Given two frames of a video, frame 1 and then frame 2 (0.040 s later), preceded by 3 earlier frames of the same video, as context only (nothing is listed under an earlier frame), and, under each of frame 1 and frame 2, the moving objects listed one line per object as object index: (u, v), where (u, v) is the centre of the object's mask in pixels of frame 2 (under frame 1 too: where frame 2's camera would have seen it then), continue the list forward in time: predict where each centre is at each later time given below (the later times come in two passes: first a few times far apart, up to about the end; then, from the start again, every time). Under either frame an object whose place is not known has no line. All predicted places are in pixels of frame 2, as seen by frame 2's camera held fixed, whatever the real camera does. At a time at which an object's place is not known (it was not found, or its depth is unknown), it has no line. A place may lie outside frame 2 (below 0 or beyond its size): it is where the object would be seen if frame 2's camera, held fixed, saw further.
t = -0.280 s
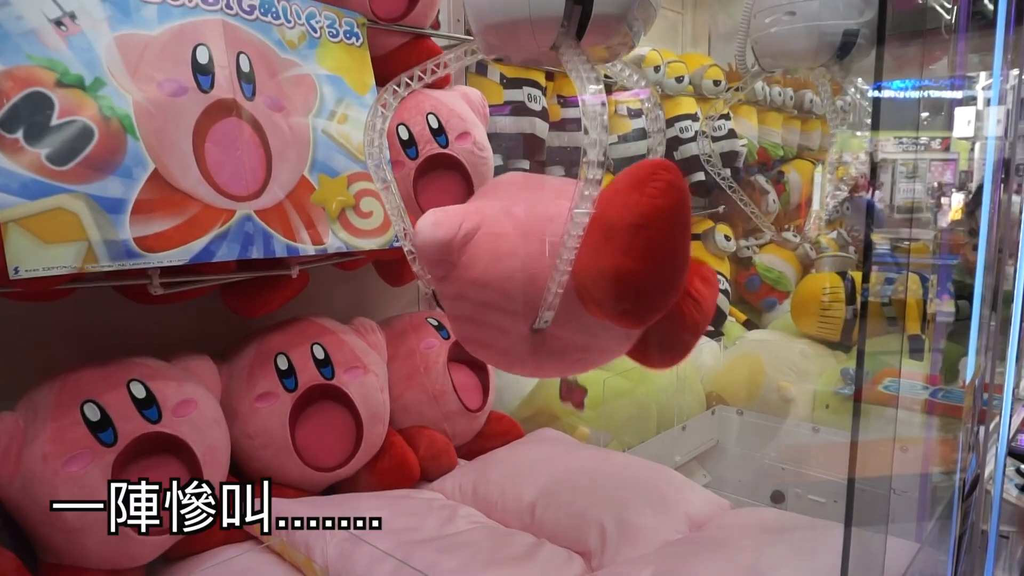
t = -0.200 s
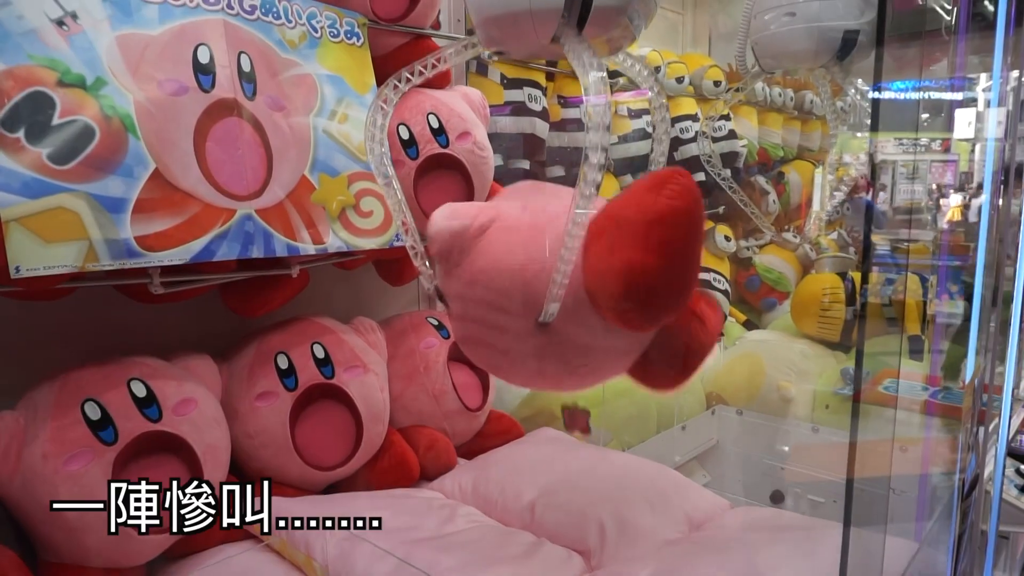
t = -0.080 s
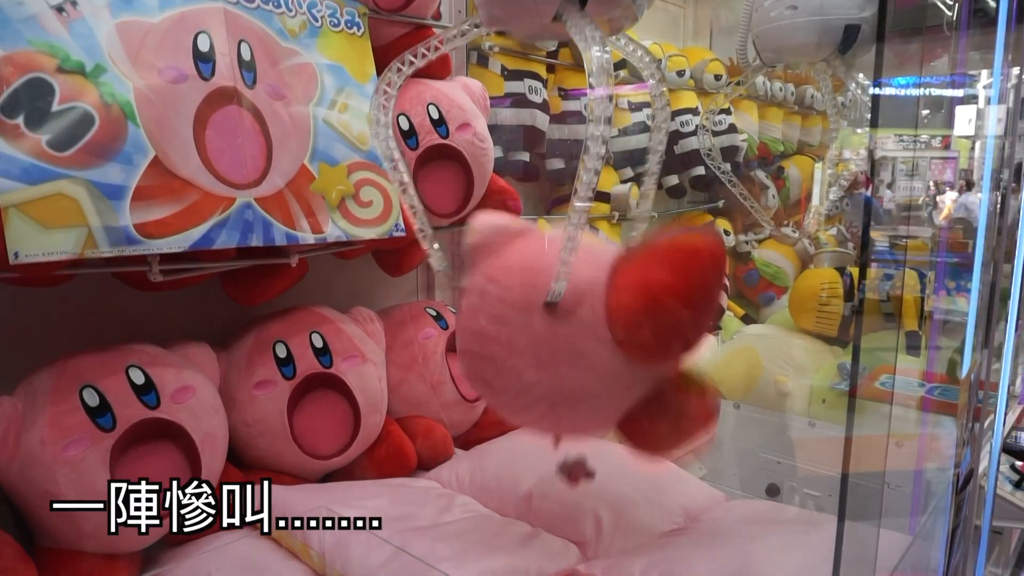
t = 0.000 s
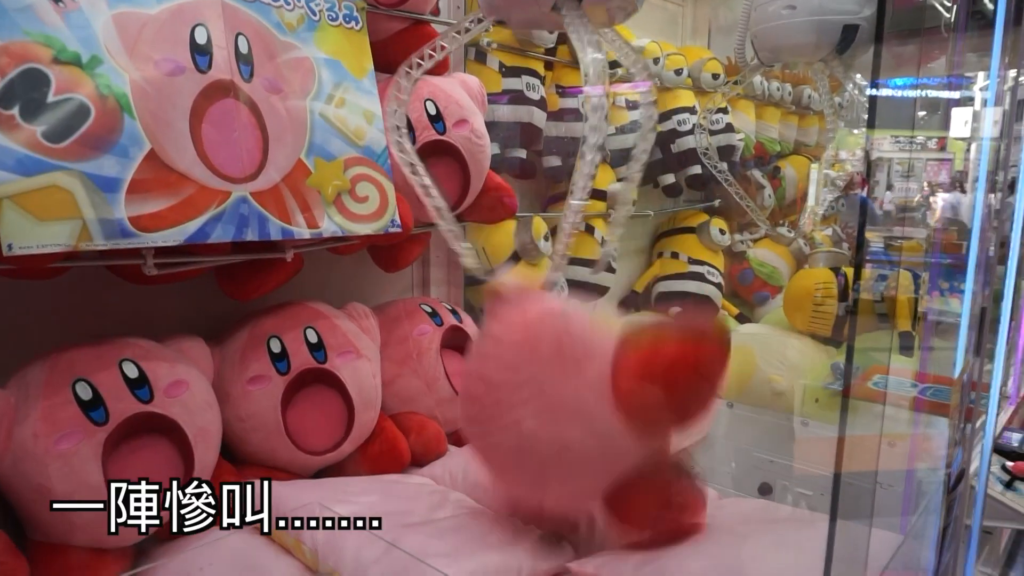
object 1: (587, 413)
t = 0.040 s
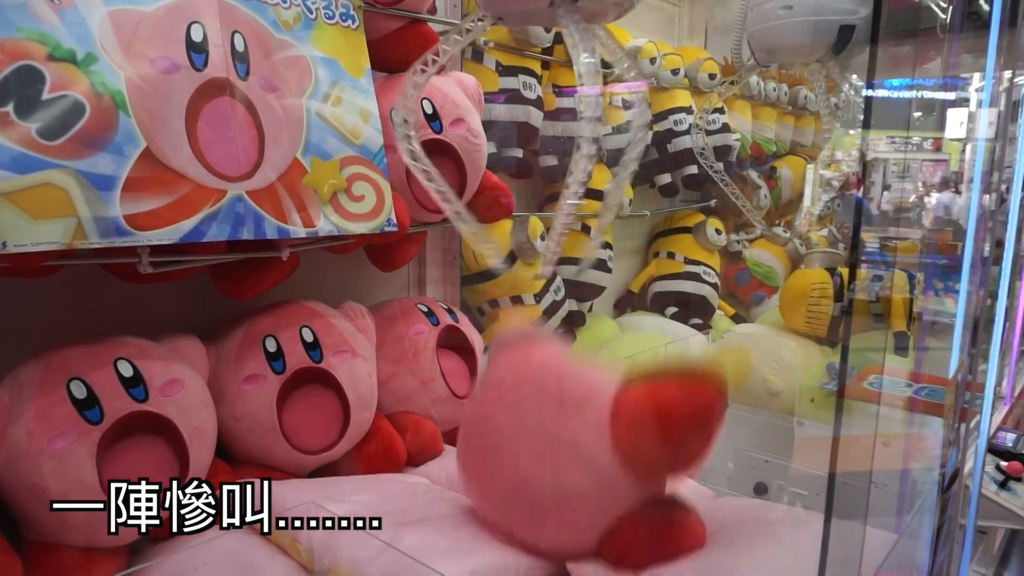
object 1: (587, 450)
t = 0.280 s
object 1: (552, 415)
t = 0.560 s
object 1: (554, 415)
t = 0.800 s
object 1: (581, 423)
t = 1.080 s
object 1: (585, 423)
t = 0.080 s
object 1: (582, 467)
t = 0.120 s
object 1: (578, 456)
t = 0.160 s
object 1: (571, 440)
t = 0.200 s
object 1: (562, 423)
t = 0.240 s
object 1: (557, 415)
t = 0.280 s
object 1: (552, 415)
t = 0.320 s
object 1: (547, 418)
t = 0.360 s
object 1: (545, 419)
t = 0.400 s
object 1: (545, 418)
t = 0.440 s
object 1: (546, 415)
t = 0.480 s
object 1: (548, 414)
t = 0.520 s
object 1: (551, 414)
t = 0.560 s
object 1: (554, 415)
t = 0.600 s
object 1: (558, 416)
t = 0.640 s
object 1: (562, 417)
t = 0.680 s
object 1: (566, 419)
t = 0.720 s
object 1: (571, 420)
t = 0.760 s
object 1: (576, 422)
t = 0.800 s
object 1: (581, 423)
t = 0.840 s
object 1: (586, 423)
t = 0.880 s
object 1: (589, 423)
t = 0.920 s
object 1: (590, 422)
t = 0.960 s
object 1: (590, 422)
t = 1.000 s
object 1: (589, 422)
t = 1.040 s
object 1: (587, 422)
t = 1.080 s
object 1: (585, 423)
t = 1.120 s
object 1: (583, 422)
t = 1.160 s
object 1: (583, 422)
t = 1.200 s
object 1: (583, 422)
